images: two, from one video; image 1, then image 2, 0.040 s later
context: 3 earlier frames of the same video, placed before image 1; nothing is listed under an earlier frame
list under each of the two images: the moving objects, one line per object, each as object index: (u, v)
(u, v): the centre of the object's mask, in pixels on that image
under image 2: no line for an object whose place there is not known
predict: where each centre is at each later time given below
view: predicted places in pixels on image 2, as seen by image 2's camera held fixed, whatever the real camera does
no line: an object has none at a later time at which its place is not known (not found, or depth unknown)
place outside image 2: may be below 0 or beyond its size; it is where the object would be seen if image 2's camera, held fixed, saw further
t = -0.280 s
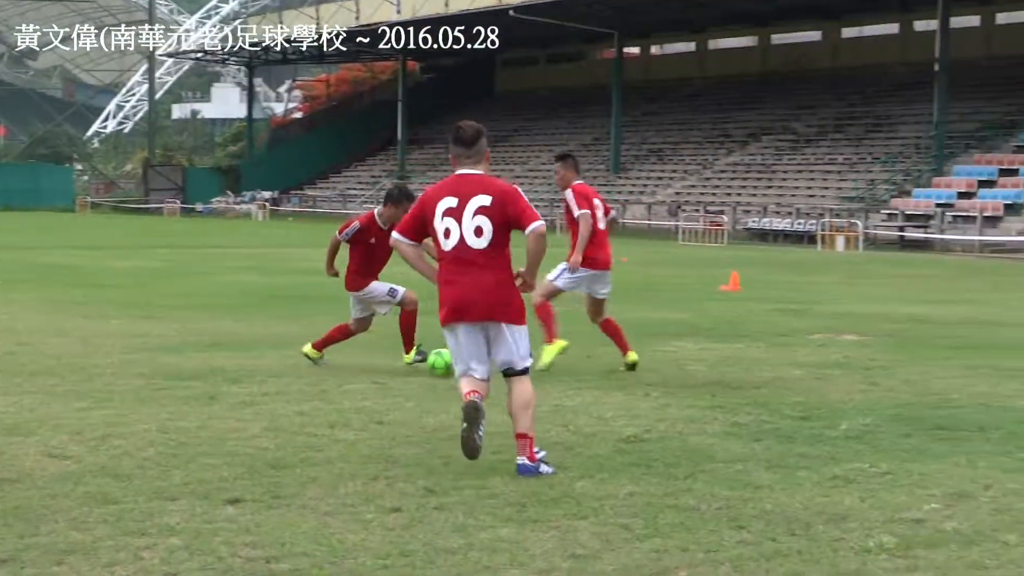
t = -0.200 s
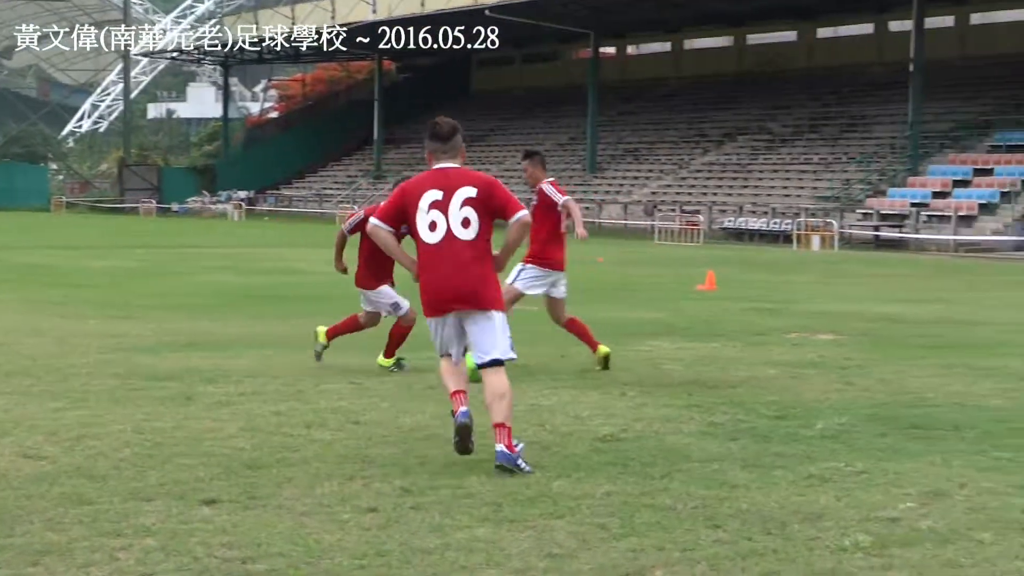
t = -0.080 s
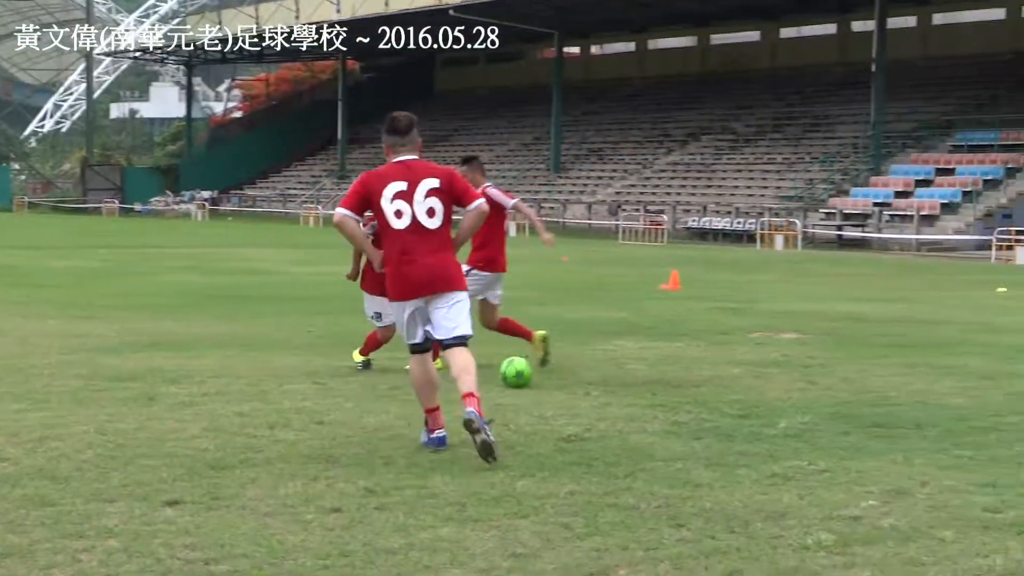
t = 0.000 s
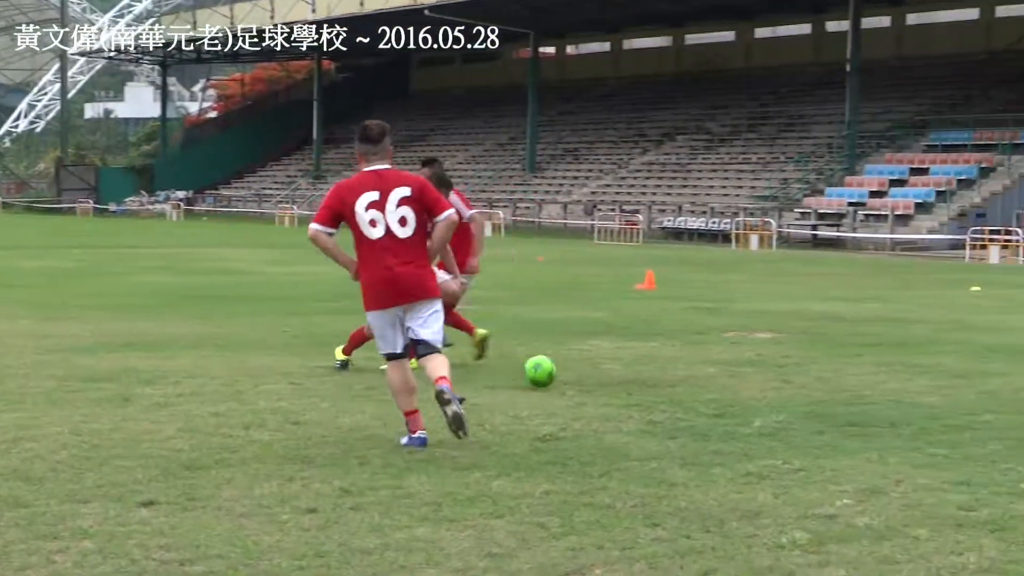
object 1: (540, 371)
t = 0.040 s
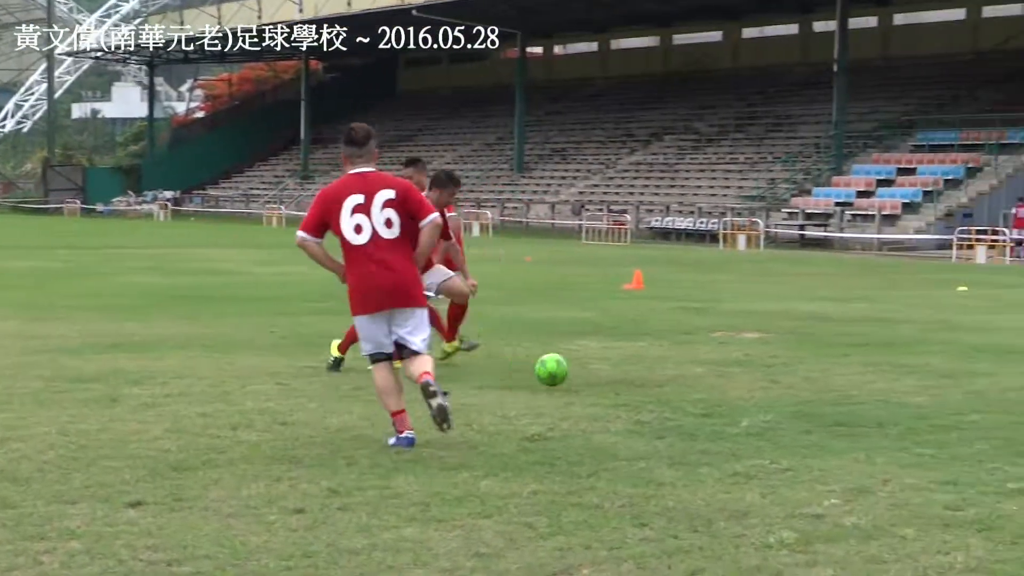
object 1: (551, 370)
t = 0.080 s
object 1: (574, 370)
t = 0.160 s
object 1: (619, 379)
